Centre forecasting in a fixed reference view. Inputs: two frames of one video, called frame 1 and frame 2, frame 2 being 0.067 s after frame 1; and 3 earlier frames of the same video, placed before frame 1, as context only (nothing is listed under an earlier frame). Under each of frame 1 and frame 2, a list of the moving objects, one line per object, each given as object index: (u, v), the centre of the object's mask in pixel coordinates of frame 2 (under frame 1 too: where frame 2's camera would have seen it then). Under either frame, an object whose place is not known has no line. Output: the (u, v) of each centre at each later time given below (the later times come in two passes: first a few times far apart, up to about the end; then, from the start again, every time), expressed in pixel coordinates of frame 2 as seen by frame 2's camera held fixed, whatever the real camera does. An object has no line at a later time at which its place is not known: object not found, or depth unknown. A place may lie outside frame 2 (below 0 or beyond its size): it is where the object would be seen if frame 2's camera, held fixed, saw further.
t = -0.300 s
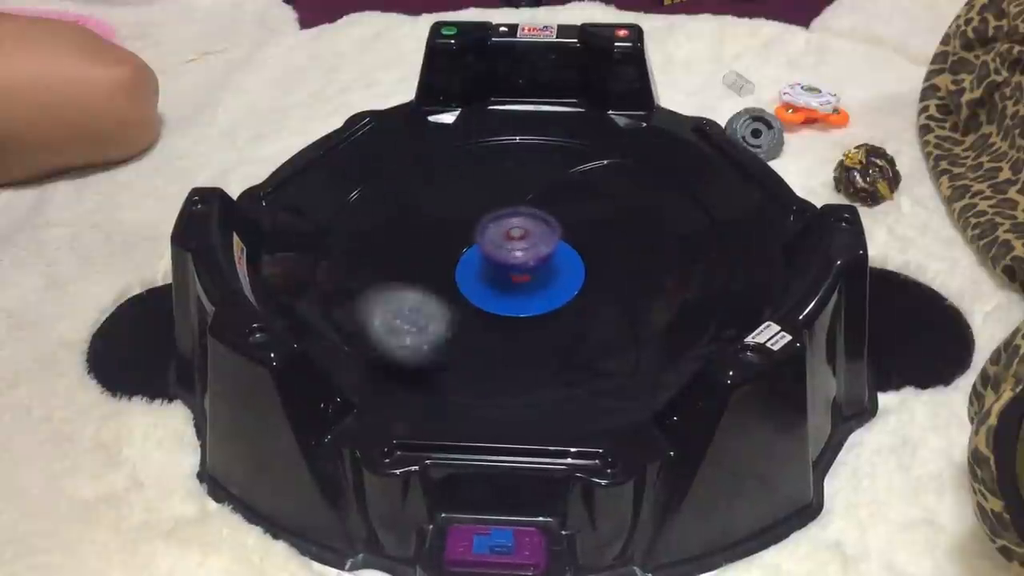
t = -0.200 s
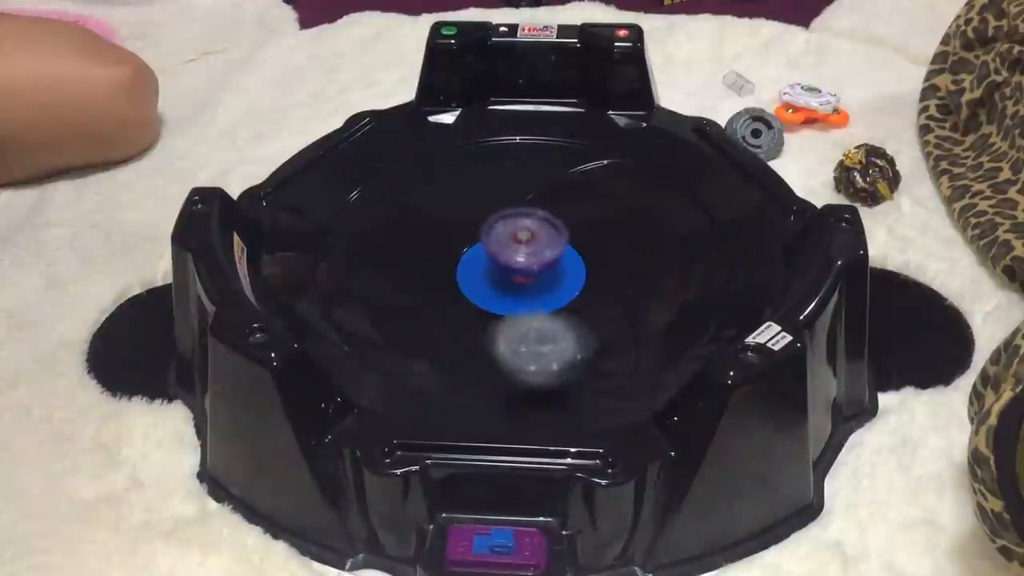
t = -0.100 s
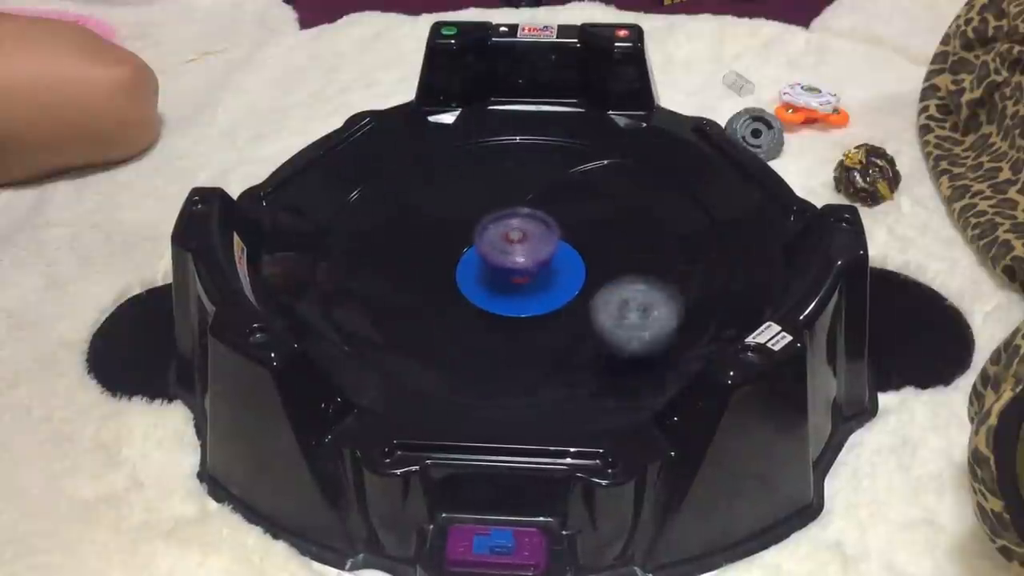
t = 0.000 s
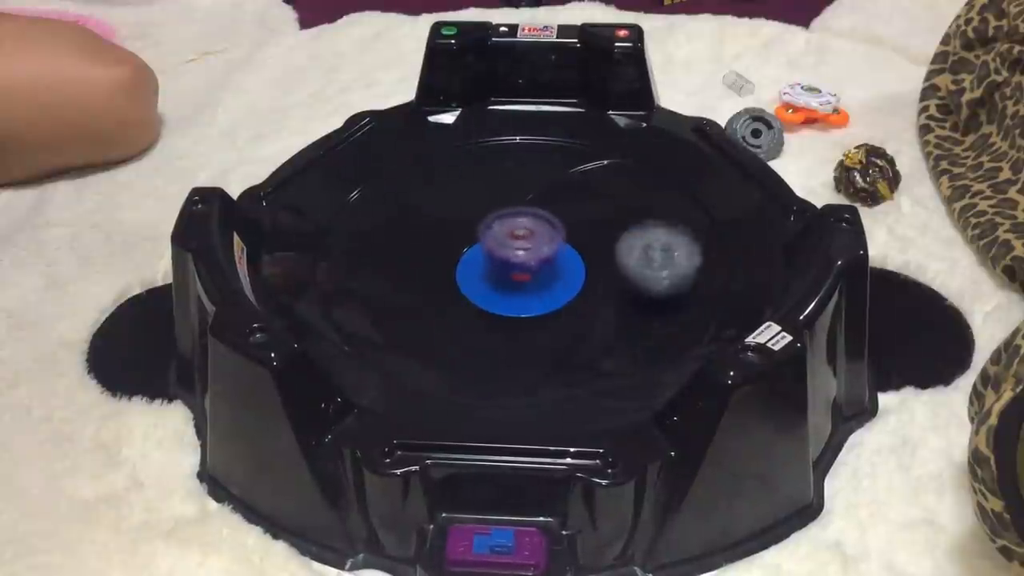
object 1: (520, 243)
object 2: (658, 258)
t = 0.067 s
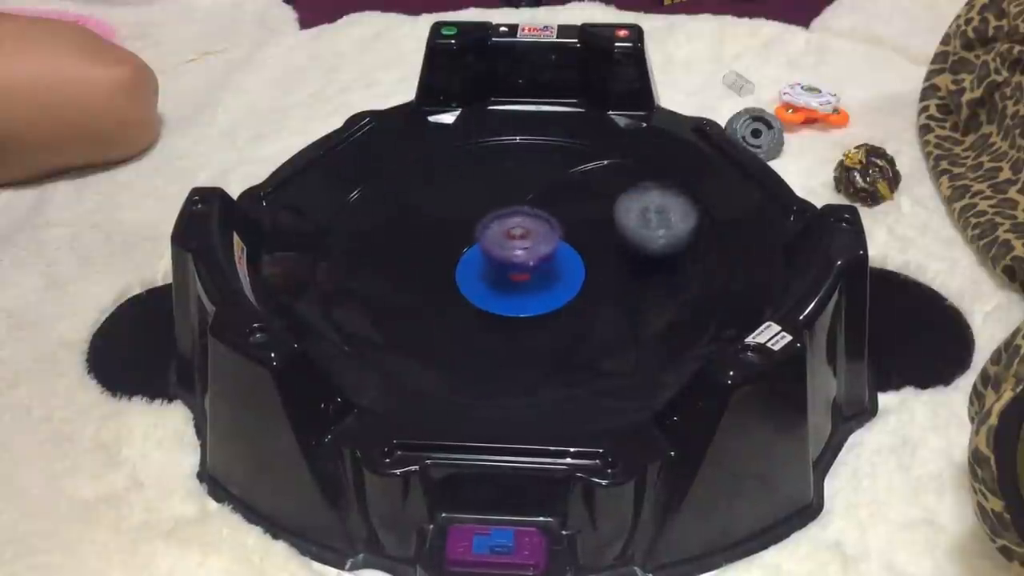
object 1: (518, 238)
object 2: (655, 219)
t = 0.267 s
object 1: (518, 241)
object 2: (553, 142)
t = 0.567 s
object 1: (517, 241)
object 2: (354, 228)
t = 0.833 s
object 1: (525, 237)
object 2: (499, 316)
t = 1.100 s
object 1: (518, 241)
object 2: (636, 273)
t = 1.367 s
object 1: (523, 236)
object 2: (622, 180)
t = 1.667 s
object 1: (515, 236)
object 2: (531, 181)
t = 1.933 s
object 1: (522, 241)
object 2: (456, 172)
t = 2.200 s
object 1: (515, 244)
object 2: (436, 224)
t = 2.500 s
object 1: (584, 282)
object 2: (348, 208)
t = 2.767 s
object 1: (594, 304)
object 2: (387, 203)
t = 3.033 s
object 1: (556, 307)
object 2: (470, 162)
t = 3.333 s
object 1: (514, 274)
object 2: (549, 144)
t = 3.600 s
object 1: (509, 232)
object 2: (618, 172)
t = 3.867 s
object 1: (520, 197)
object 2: (673, 208)
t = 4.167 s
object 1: (548, 188)
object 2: (659, 267)
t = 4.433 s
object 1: (574, 199)
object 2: (610, 313)
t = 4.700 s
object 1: (576, 221)
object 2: (550, 337)
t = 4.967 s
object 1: (581, 251)
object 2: (481, 318)
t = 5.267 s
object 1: (526, 282)
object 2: (422, 266)
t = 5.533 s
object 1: (471, 265)
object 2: (374, 225)
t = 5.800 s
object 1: (469, 240)
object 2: (377, 212)
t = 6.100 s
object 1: (505, 236)
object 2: (401, 191)
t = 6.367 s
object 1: (509, 238)
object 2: (479, 186)
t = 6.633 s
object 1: (534, 286)
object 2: (526, 131)
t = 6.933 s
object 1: (503, 311)
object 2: (570, 152)
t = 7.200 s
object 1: (469, 298)
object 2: (580, 208)
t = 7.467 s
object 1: (455, 269)
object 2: (536, 248)
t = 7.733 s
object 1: (396, 249)
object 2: (509, 238)
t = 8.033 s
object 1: (405, 218)
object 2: (498, 244)
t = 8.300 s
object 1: (455, 214)
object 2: (534, 253)
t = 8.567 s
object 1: (479, 220)
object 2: (588, 253)
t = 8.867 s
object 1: (489, 245)
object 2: (613, 268)
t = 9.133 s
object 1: (483, 261)
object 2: (578, 271)
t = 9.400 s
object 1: (454, 254)
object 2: (566, 253)
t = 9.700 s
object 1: (413, 225)
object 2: (563, 239)
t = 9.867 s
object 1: (420, 212)
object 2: (570, 239)
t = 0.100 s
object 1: (523, 242)
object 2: (646, 201)
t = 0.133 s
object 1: (516, 239)
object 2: (635, 185)
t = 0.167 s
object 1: (524, 241)
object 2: (618, 170)
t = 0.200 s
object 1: (516, 240)
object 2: (599, 157)
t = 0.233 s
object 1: (524, 239)
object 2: (577, 145)
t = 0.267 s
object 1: (518, 241)
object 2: (553, 142)
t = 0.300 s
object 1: (522, 238)
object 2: (529, 145)
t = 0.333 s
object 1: (520, 242)
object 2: (508, 145)
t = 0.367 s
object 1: (520, 238)
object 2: (485, 145)
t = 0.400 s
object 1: (523, 242)
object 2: (460, 149)
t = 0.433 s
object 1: (518, 238)
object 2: (431, 156)
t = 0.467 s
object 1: (525, 241)
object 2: (402, 169)
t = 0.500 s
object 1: (516, 238)
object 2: (378, 189)
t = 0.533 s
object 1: (525, 239)
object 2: (361, 209)
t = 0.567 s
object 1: (517, 241)
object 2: (354, 228)
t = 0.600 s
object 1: (523, 237)
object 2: (351, 247)
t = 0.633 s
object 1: (520, 241)
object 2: (364, 260)
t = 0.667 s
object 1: (520, 235)
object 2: (384, 275)
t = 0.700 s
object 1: (524, 241)
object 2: (402, 286)
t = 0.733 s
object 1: (516, 237)
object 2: (422, 298)
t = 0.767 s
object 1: (526, 240)
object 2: (445, 306)
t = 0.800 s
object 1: (516, 240)
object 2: (470, 312)
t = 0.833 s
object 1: (525, 237)
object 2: (499, 316)
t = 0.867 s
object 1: (519, 240)
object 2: (526, 316)
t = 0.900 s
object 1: (522, 236)
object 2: (554, 315)
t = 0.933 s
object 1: (523, 242)
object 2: (581, 308)
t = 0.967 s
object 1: (517, 236)
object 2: (605, 300)
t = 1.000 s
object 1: (526, 241)
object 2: (623, 294)
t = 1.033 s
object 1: (516, 238)
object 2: (632, 285)
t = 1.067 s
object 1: (525, 238)
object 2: (632, 281)
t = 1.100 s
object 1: (518, 241)
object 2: (636, 273)
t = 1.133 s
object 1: (521, 235)
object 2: (640, 263)
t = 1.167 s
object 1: (523, 242)
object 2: (645, 252)
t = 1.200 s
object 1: (517, 237)
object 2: (649, 238)
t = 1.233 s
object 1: (525, 241)
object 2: (651, 224)
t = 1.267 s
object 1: (516, 238)
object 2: (647, 210)
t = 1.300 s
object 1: (526, 238)
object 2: (642, 200)
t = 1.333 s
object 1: (517, 240)
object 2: (633, 189)
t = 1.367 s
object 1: (523, 236)
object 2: (622, 180)
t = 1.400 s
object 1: (522, 242)
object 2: (609, 174)
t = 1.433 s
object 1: (518, 236)
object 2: (596, 169)
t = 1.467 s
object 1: (525, 242)
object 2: (584, 164)
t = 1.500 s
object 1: (516, 239)
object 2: (570, 160)
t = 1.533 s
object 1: (526, 239)
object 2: (557, 156)
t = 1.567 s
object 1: (517, 240)
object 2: (550, 160)
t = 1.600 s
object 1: (522, 235)
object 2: (547, 172)
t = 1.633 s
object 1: (523, 242)
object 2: (540, 177)
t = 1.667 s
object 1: (515, 236)
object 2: (531, 181)
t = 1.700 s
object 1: (519, 240)
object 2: (523, 178)
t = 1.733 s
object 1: (513, 238)
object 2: (516, 175)
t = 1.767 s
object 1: (521, 239)
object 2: (506, 172)
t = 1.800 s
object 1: (515, 240)
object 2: (496, 170)
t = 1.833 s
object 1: (520, 237)
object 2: (486, 169)
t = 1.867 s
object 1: (519, 241)
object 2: (475, 170)
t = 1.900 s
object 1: (516, 239)
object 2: (465, 170)
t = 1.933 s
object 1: (522, 241)
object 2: (456, 172)
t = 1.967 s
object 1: (513, 240)
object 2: (448, 176)
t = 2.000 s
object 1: (524, 239)
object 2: (441, 181)
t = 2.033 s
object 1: (516, 242)
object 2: (436, 187)
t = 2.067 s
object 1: (519, 237)
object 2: (431, 194)
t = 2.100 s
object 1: (522, 244)
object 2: (430, 200)
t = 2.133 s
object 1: (514, 238)
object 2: (430, 208)
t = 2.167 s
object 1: (525, 242)
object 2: (433, 216)
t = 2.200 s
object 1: (515, 244)
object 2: (436, 224)
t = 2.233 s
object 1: (528, 250)
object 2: (415, 205)
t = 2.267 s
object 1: (542, 258)
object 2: (390, 196)
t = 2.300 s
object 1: (552, 263)
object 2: (370, 186)
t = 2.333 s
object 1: (559, 266)
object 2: (353, 183)
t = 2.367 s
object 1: (565, 269)
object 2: (349, 185)
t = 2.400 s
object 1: (570, 270)
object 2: (350, 196)
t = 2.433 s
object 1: (575, 274)
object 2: (350, 201)
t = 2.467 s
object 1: (579, 278)
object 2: (349, 206)
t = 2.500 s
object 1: (584, 282)
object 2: (348, 208)
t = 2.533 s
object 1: (588, 285)
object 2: (347, 209)
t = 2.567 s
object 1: (591, 288)
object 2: (344, 212)
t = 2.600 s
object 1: (594, 290)
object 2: (343, 213)
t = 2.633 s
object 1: (596, 293)
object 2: (346, 215)
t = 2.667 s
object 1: (596, 297)
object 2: (355, 214)
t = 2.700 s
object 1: (597, 299)
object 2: (365, 212)
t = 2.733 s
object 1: (596, 302)
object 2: (377, 207)
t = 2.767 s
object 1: (594, 304)
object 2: (387, 203)
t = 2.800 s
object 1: (593, 306)
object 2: (398, 197)
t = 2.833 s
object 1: (588, 309)
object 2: (407, 192)
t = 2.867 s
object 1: (583, 310)
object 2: (418, 185)
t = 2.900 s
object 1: (578, 310)
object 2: (427, 181)
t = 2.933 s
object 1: (573, 310)
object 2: (439, 175)
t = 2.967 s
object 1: (567, 310)
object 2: (449, 171)
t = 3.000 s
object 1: (561, 309)
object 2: (459, 166)
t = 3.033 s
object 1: (556, 307)
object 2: (470, 162)
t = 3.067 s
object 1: (551, 305)
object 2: (481, 158)
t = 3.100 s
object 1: (545, 303)
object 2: (492, 155)
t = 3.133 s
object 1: (540, 301)
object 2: (501, 151)
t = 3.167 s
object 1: (533, 296)
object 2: (511, 148)
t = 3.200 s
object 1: (528, 292)
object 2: (523, 145)
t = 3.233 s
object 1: (523, 289)
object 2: (535, 143)
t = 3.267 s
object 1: (521, 286)
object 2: (543, 143)
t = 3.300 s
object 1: (518, 280)
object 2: (546, 144)
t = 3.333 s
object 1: (514, 274)
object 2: (549, 144)
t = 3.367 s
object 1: (513, 271)
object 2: (554, 147)
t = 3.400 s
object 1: (510, 264)
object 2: (563, 150)
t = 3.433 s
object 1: (508, 259)
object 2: (571, 157)
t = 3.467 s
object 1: (508, 253)
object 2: (580, 161)
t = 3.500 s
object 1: (508, 247)
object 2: (590, 163)
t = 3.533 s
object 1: (508, 242)
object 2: (600, 164)
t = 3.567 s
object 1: (508, 237)
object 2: (609, 168)
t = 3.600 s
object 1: (509, 232)
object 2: (618, 172)
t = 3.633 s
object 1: (510, 226)
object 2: (628, 177)
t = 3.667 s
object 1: (511, 221)
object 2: (638, 182)
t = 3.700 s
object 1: (512, 216)
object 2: (645, 187)
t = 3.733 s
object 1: (513, 212)
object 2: (654, 192)
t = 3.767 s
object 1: (514, 208)
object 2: (662, 197)
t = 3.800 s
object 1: (516, 204)
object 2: (668, 201)
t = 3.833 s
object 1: (518, 200)
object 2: (672, 206)
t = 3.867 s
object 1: (520, 197)
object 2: (673, 208)
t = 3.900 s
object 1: (521, 195)
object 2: (672, 213)
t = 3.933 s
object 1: (522, 194)
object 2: (672, 219)
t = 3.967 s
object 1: (524, 192)
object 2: (672, 226)
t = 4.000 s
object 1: (527, 190)
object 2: (672, 233)
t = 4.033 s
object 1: (531, 189)
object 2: (671, 240)
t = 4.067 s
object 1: (535, 189)
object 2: (669, 246)
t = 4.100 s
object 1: (539, 188)
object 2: (666, 254)
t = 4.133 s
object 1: (543, 188)
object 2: (663, 260)
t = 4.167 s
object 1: (548, 188)
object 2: (659, 267)
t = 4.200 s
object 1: (552, 188)
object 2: (655, 273)
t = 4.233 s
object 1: (556, 189)
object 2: (650, 280)
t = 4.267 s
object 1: (560, 190)
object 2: (644, 285)
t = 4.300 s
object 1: (563, 191)
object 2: (638, 291)
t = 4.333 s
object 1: (566, 193)
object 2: (631, 296)
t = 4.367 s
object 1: (569, 195)
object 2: (624, 301)
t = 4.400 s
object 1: (572, 197)
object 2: (617, 308)
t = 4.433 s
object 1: (574, 199)
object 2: (610, 313)
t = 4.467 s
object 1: (575, 201)
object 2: (603, 319)
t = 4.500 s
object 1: (577, 203)
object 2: (596, 324)
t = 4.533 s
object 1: (578, 206)
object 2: (590, 328)
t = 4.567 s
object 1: (578, 208)
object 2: (584, 331)
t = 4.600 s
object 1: (579, 211)
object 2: (577, 334)
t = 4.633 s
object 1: (578, 215)
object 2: (569, 335)
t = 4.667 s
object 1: (577, 219)
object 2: (559, 337)
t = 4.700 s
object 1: (576, 221)
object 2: (550, 337)
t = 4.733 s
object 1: (579, 225)
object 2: (541, 337)
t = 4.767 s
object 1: (583, 229)
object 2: (532, 335)
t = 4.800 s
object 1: (584, 233)
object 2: (523, 334)
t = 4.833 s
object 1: (583, 237)
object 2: (514, 332)
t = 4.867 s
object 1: (583, 240)
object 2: (505, 329)
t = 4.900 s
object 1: (583, 244)
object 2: (496, 326)
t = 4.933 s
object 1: (583, 248)
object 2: (489, 322)
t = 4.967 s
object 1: (581, 251)
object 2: (481, 318)
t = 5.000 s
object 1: (579, 256)
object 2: (473, 313)
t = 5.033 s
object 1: (576, 260)
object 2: (466, 307)
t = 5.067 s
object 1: (572, 264)
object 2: (458, 302)
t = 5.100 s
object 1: (567, 268)
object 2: (451, 296)
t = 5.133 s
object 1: (561, 272)
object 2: (445, 290)
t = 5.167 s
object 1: (553, 275)
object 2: (438, 285)
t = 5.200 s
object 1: (544, 278)
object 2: (432, 279)
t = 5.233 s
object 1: (536, 281)
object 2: (427, 272)
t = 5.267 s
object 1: (526, 282)
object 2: (422, 266)
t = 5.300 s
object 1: (517, 282)
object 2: (416, 260)
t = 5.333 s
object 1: (508, 281)
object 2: (409, 255)
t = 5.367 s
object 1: (500, 280)
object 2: (403, 249)
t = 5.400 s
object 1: (492, 277)
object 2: (396, 242)
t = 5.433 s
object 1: (485, 274)
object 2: (390, 237)
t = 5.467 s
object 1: (479, 270)
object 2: (384, 233)
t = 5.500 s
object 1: (473, 267)
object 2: (378, 227)
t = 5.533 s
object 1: (471, 265)
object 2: (374, 225)
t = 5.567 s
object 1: (466, 261)
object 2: (371, 223)
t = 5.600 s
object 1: (462, 257)
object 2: (370, 221)
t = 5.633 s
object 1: (461, 253)
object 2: (369, 220)
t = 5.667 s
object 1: (459, 249)
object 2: (370, 220)
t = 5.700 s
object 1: (458, 245)
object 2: (373, 219)
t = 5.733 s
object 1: (458, 242)
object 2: (379, 218)
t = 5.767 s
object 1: (461, 240)
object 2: (380, 217)
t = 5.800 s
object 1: (469, 240)
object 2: (377, 212)
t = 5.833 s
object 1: (474, 239)
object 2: (375, 208)
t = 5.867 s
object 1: (478, 238)
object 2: (374, 204)
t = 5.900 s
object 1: (483, 238)
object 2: (374, 202)
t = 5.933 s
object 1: (486, 237)
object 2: (377, 200)
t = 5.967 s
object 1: (490, 237)
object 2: (380, 197)
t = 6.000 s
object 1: (493, 237)
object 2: (382, 194)
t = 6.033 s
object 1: (497, 236)
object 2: (387, 192)
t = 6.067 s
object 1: (501, 235)
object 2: (394, 191)
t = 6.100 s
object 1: (505, 236)
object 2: (401, 191)
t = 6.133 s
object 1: (509, 236)
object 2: (409, 190)
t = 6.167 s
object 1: (515, 237)
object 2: (419, 190)
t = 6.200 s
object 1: (527, 245)
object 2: (427, 189)
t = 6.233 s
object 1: (517, 247)
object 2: (437, 189)
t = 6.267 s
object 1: (514, 238)
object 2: (447, 189)
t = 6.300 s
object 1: (531, 243)
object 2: (458, 191)
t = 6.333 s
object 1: (518, 248)
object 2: (470, 190)
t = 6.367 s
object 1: (509, 238)
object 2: (479, 186)
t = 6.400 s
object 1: (523, 245)
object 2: (492, 178)
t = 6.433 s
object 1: (526, 253)
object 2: (497, 170)
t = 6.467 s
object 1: (528, 262)
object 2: (502, 161)
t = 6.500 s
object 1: (531, 266)
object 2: (506, 152)
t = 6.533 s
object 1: (532, 273)
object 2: (511, 146)
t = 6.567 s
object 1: (534, 278)
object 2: (518, 143)
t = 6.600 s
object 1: (534, 282)
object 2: (520, 135)
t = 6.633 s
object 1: (534, 286)
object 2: (526, 131)
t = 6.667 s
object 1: (533, 291)
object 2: (531, 127)
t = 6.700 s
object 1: (531, 293)
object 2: (536, 124)
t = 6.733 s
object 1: (529, 297)
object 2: (542, 123)
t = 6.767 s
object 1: (527, 302)
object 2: (548, 125)
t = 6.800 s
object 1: (523, 305)
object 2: (554, 127)
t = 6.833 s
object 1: (518, 307)
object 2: (559, 131)
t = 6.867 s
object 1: (513, 309)
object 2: (564, 136)
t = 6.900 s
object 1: (508, 310)
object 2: (568, 145)
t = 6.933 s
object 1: (503, 311)
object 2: (570, 152)
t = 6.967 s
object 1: (498, 311)
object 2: (571, 159)
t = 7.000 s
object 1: (492, 311)
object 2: (577, 165)
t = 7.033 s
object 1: (488, 309)
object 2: (580, 170)
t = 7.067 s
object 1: (483, 309)
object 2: (582, 177)
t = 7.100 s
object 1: (478, 306)
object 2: (584, 186)
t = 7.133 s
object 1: (475, 303)
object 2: (583, 191)
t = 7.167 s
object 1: (472, 301)
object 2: (581, 200)
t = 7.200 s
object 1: (469, 298)
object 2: (580, 208)
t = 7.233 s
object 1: (468, 295)
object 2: (577, 213)
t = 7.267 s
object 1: (466, 291)
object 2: (571, 221)
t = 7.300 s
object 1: (465, 287)
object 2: (570, 228)
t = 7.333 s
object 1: (465, 284)
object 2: (566, 232)
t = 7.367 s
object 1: (465, 279)
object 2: (554, 239)
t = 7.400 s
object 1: (467, 275)
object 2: (546, 245)
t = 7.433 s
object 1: (465, 271)
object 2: (541, 246)
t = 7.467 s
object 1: (455, 269)
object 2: (536, 248)
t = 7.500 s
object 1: (449, 268)
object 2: (535, 251)
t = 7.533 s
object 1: (444, 265)
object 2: (527, 250)
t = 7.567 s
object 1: (429, 266)
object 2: (528, 249)
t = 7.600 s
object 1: (417, 264)
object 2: (530, 245)
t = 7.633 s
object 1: (412, 262)
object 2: (526, 246)
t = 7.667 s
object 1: (405, 258)
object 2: (521, 242)
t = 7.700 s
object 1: (400, 254)
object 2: (514, 245)
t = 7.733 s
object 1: (396, 249)
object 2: (509, 238)
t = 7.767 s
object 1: (393, 246)
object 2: (508, 238)
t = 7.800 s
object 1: (391, 241)
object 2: (503, 240)
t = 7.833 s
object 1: (390, 238)
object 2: (503, 241)
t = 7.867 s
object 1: (389, 233)
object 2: (500, 241)
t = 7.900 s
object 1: (390, 230)
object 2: (499, 243)
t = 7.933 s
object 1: (392, 226)
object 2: (498, 242)
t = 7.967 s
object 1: (395, 223)
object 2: (498, 244)
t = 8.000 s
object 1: (400, 220)
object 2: (499, 246)
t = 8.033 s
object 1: (405, 218)
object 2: (498, 244)
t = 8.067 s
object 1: (411, 217)
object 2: (500, 248)
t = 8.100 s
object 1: (417, 216)
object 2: (500, 248)
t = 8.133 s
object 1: (423, 214)
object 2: (501, 250)
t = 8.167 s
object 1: (429, 213)
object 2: (506, 250)
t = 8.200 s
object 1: (435, 213)
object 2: (511, 254)
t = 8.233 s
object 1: (442, 213)
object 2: (521, 253)
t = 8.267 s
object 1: (448, 213)
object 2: (525, 254)
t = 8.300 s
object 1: (455, 214)
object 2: (534, 253)
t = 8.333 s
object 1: (460, 215)
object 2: (536, 251)
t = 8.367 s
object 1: (466, 215)
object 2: (545, 251)
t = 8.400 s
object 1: (472, 216)
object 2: (549, 247)
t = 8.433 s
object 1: (473, 217)
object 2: (557, 249)
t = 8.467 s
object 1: (474, 215)
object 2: (568, 249)
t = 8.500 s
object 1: (475, 216)
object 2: (579, 252)
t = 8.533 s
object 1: (478, 218)
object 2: (583, 252)
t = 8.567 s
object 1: (479, 220)
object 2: (588, 253)
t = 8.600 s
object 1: (482, 223)
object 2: (594, 253)
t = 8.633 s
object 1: (483, 225)
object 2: (599, 258)
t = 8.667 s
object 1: (484, 228)
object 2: (604, 259)
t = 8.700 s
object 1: (486, 231)
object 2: (608, 263)
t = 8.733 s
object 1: (487, 234)
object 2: (610, 263)
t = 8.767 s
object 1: (488, 237)
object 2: (614, 267)
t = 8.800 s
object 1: (488, 240)
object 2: (615, 267)
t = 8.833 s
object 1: (489, 243)
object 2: (616, 269)
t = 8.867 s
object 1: (489, 245)
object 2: (613, 268)
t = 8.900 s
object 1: (489, 248)
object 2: (612, 271)
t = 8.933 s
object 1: (488, 251)
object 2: (607, 270)
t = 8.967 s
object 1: (488, 254)
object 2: (605, 272)
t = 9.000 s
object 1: (487, 255)
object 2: (599, 272)
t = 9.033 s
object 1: (487, 258)
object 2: (597, 272)
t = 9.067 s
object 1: (486, 259)
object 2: (590, 272)
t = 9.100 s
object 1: (484, 261)
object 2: (587, 270)
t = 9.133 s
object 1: (483, 261)
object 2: (578, 271)
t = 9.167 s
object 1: (482, 263)
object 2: (573, 267)
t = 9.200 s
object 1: (472, 264)
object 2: (575, 267)
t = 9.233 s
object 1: (467, 261)
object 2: (576, 262)
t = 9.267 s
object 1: (467, 259)
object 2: (577, 263)
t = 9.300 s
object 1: (464, 259)
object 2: (574, 260)
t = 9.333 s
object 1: (458, 257)
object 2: (574, 259)
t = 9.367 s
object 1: (457, 255)
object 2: (569, 257)
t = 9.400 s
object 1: (454, 254)
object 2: (566, 253)
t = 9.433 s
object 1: (452, 251)
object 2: (562, 252)
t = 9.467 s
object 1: (451, 248)
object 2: (556, 250)
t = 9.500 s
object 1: (451, 246)
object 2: (551, 249)
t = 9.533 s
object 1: (452, 243)
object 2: (545, 245)
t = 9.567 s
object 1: (447, 239)
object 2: (546, 244)
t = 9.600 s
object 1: (433, 234)
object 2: (552, 243)
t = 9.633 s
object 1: (423, 231)
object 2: (554, 242)
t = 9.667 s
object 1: (416, 227)
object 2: (558, 241)
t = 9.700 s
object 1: (413, 225)
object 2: (563, 239)
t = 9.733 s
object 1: (412, 222)
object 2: (566, 238)
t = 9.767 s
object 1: (413, 219)
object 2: (569, 240)
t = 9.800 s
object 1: (415, 217)
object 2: (569, 239)
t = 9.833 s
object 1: (417, 213)
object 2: (569, 240)
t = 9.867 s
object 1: (420, 212)
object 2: (570, 239)
